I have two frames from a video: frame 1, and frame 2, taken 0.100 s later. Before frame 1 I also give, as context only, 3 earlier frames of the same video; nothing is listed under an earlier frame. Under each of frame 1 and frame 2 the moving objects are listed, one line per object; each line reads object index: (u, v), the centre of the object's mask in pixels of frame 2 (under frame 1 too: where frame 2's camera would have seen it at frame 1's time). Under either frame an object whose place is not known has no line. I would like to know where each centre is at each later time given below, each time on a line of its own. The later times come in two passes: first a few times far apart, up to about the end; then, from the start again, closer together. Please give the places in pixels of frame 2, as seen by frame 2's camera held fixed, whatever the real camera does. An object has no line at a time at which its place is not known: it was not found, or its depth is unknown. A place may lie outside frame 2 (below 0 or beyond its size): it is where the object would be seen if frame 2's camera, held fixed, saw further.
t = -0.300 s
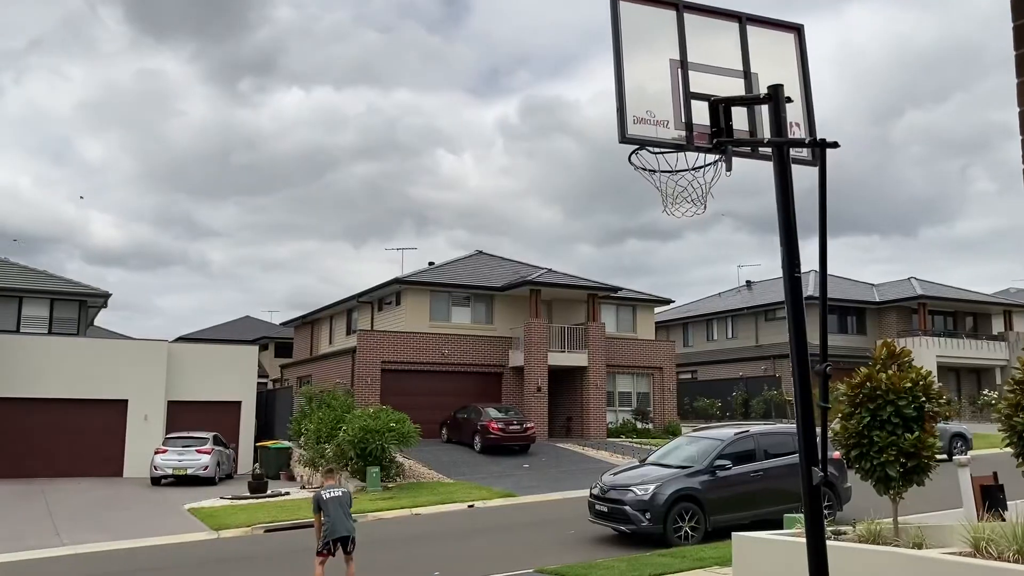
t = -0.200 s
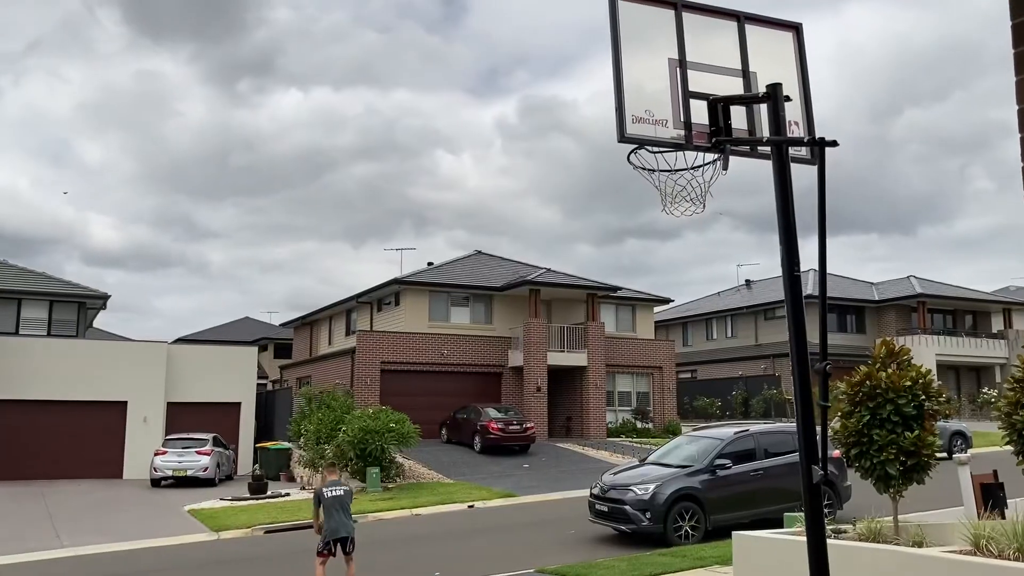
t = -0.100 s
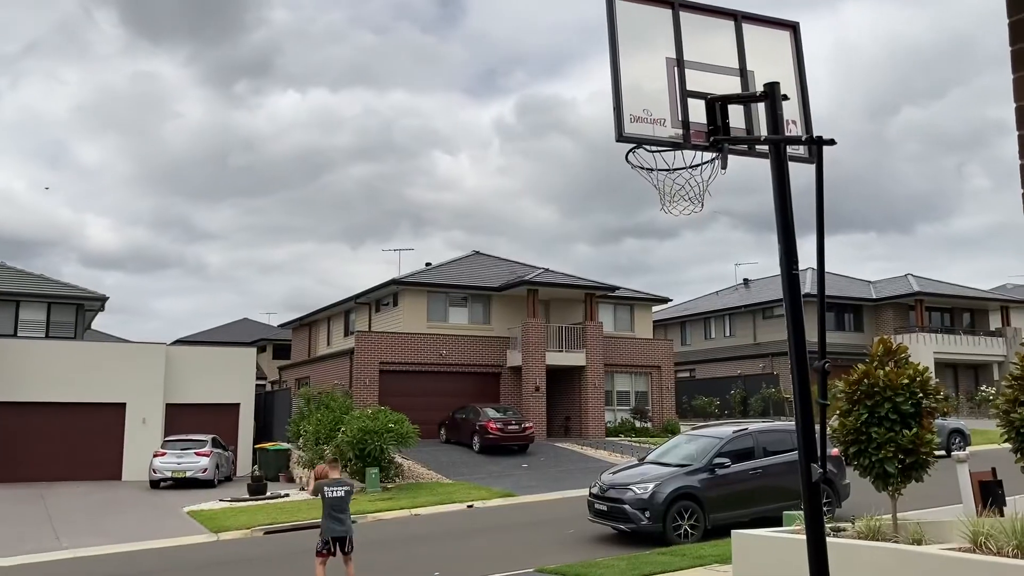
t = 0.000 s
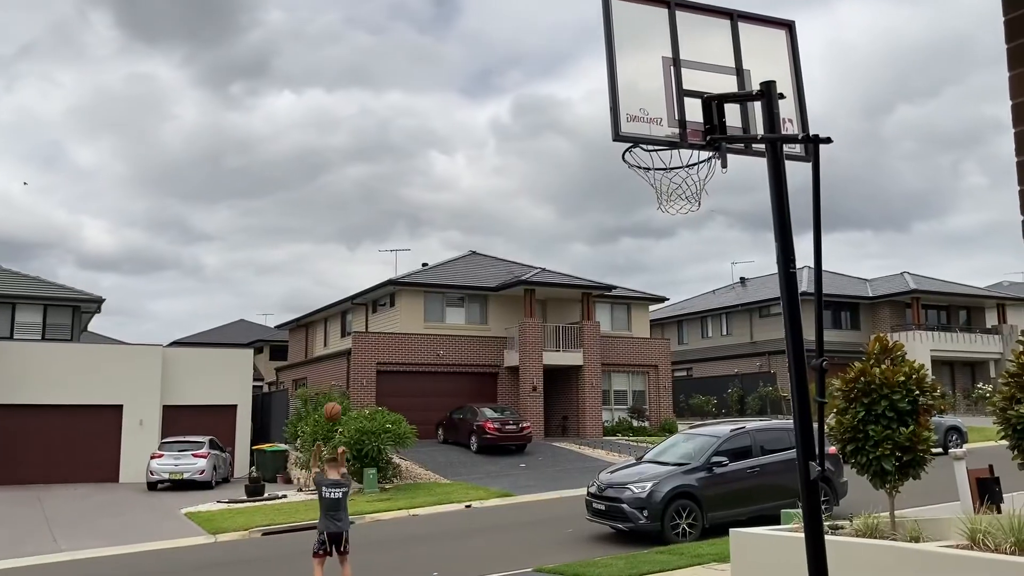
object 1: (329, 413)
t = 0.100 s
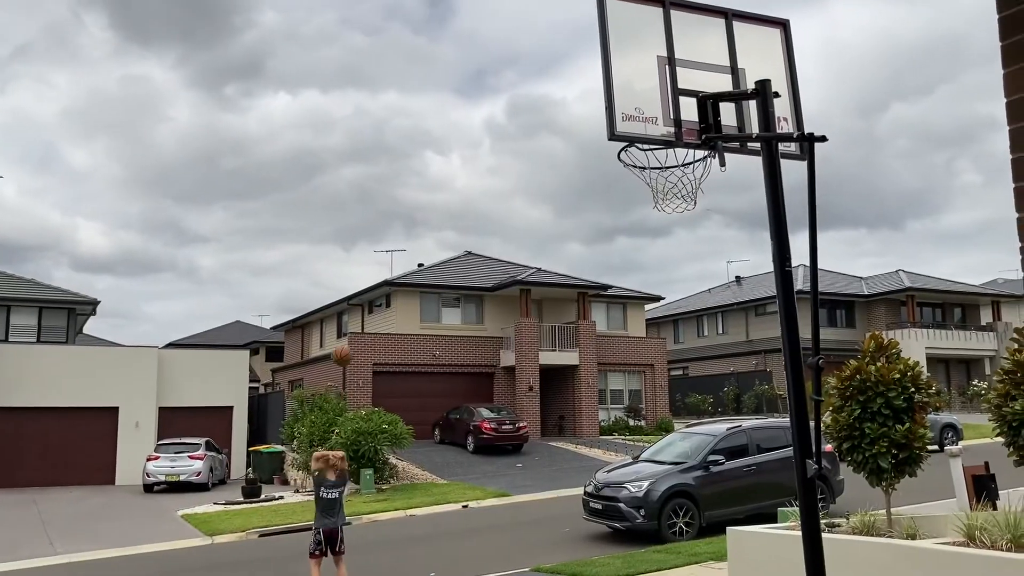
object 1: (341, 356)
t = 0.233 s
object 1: (361, 284)
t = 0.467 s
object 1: (403, 172)
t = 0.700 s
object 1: (462, 92)
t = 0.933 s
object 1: (557, 57)
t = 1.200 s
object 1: (680, 154)
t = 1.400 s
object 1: (672, 193)
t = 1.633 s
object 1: (693, 285)
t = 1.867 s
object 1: (737, 505)
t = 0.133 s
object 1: (346, 338)
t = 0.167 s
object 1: (351, 319)
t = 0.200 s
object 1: (356, 301)
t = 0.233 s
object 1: (361, 284)
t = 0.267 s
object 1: (366, 268)
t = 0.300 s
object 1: (372, 251)
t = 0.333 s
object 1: (377, 236)
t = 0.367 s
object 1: (383, 219)
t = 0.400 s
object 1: (387, 204)
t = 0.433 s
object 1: (396, 188)
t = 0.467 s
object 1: (403, 172)
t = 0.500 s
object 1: (410, 158)
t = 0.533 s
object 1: (418, 147)
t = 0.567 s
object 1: (426, 134)
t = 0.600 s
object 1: (435, 122)
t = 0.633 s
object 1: (444, 111)
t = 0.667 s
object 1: (452, 101)
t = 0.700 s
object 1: (462, 92)
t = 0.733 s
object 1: (473, 84)
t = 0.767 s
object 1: (485, 76)
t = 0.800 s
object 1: (498, 69)
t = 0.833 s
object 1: (511, 65)
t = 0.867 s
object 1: (525, 61)
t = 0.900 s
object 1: (541, 58)
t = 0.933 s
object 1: (557, 57)
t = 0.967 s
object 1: (574, 58)
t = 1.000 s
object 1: (588, 61)
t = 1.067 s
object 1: (635, 70)
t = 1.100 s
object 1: (649, 79)
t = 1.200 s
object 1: (680, 154)
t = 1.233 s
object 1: (669, 168)
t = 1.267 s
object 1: (661, 186)
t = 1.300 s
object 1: (664, 187)
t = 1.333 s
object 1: (666, 187)
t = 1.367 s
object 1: (669, 188)
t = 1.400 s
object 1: (672, 193)
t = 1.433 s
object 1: (675, 199)
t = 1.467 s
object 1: (678, 207)
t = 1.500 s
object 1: (681, 217)
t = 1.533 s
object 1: (684, 230)
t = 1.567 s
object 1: (688, 245)
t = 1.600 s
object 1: (691, 264)
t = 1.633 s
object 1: (693, 285)
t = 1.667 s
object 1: (698, 308)
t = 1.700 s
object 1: (703, 332)
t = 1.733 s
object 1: (706, 362)
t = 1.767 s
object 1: (712, 393)
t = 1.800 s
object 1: (717, 429)
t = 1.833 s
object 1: (724, 467)
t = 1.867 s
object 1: (737, 505)
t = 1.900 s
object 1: (743, 552)
